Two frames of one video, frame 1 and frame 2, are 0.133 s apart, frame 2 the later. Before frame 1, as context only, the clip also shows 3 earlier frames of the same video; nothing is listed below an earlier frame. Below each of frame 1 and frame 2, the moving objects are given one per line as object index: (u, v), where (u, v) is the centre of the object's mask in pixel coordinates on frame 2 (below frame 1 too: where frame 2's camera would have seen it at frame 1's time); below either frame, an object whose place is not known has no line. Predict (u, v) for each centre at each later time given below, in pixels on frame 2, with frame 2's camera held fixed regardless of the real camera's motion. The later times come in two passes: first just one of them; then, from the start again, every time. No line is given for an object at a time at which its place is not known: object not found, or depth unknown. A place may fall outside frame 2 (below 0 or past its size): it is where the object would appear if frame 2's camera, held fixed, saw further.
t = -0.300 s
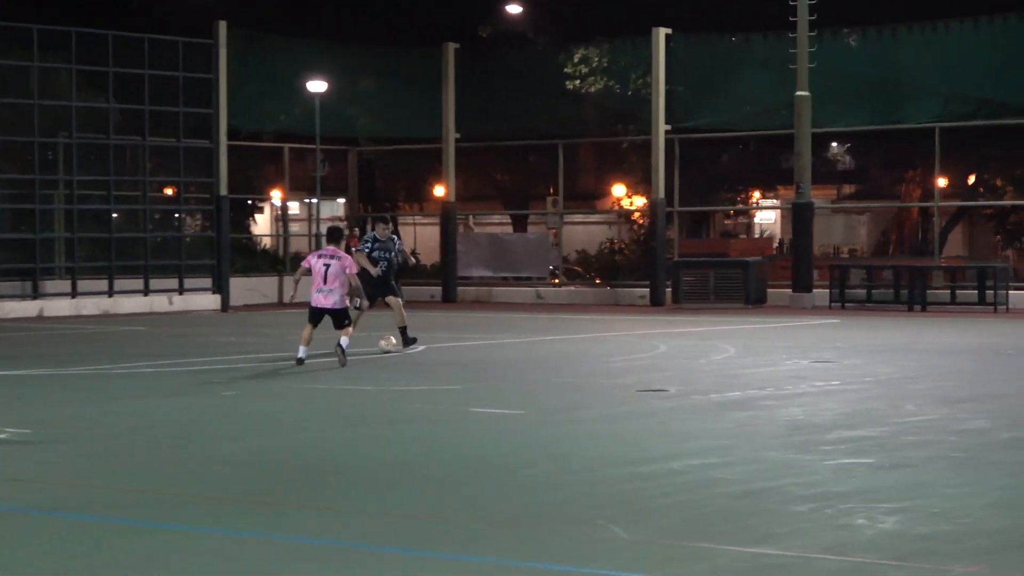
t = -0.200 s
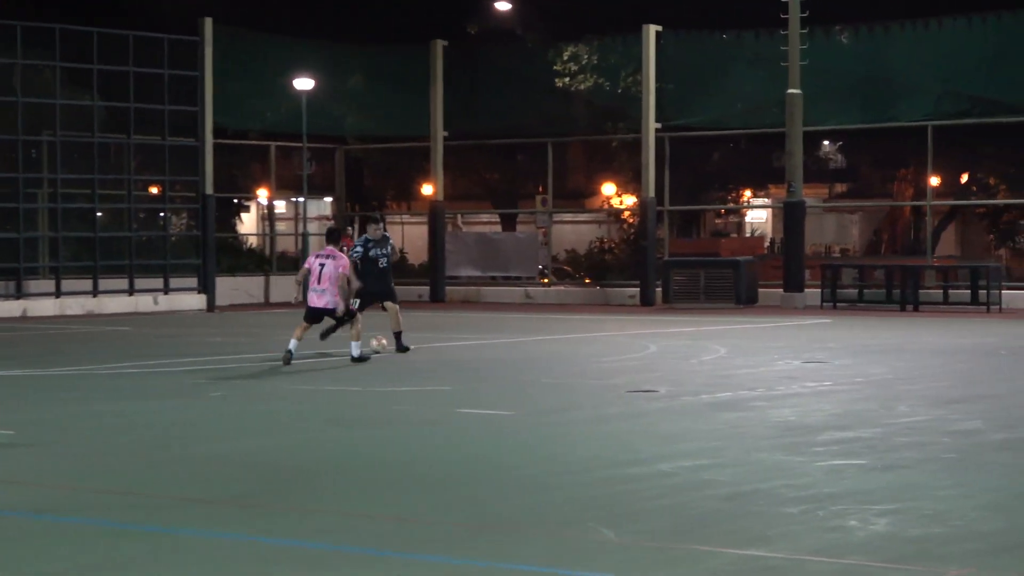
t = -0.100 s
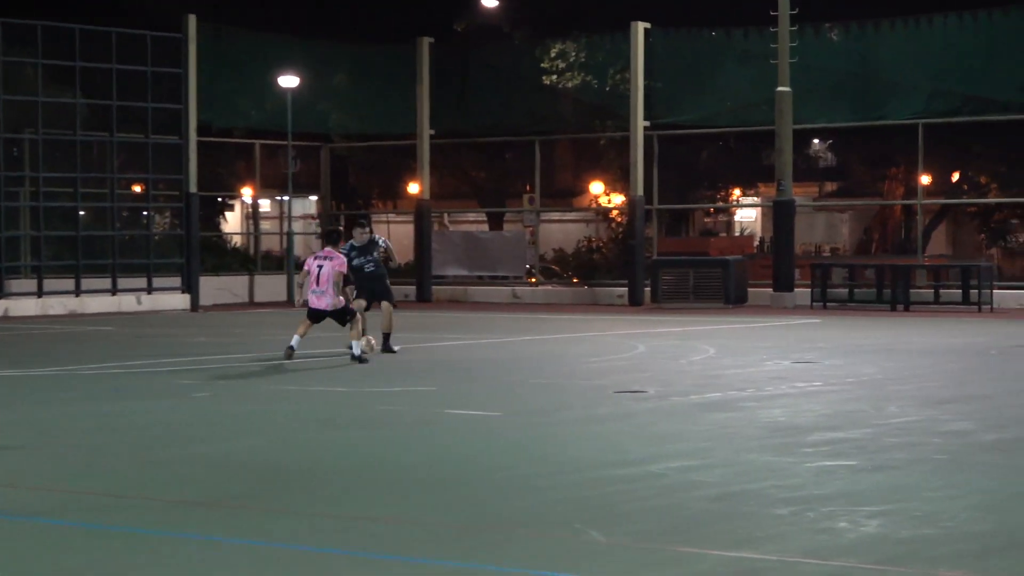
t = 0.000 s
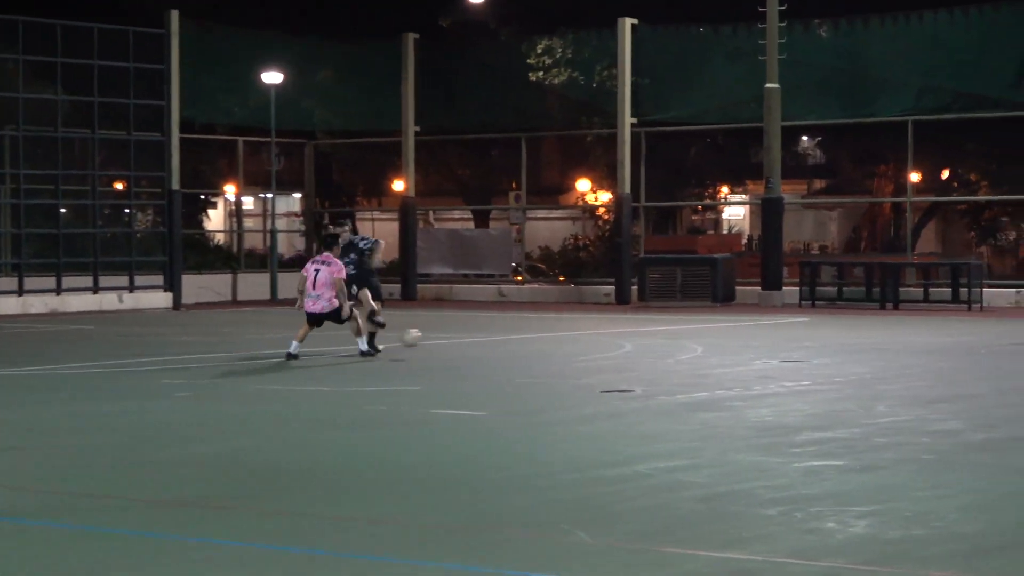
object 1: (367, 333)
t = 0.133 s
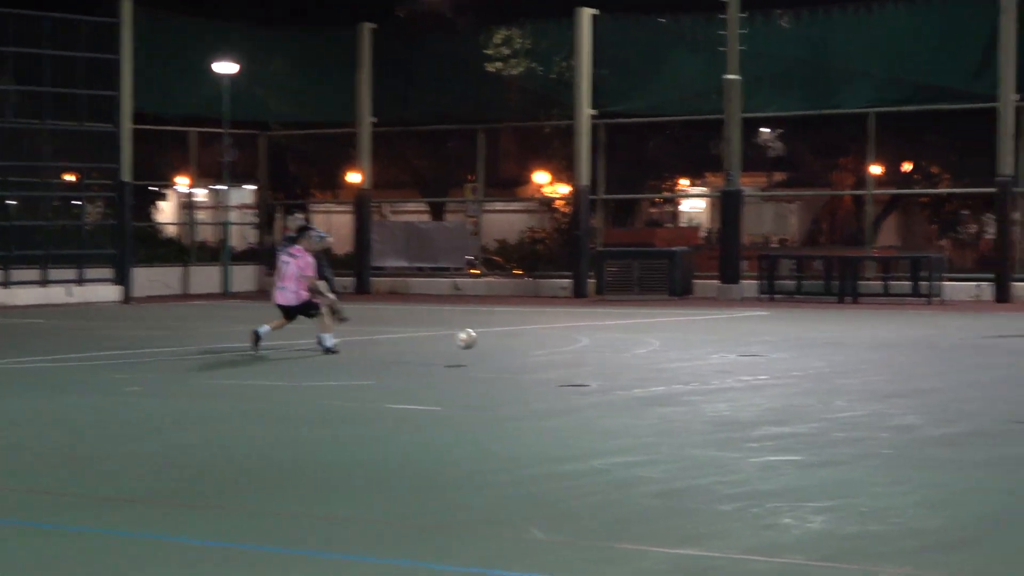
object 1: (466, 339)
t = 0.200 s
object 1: (522, 351)
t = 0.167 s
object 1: (494, 344)
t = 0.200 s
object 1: (522, 351)
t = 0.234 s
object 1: (551, 360)
